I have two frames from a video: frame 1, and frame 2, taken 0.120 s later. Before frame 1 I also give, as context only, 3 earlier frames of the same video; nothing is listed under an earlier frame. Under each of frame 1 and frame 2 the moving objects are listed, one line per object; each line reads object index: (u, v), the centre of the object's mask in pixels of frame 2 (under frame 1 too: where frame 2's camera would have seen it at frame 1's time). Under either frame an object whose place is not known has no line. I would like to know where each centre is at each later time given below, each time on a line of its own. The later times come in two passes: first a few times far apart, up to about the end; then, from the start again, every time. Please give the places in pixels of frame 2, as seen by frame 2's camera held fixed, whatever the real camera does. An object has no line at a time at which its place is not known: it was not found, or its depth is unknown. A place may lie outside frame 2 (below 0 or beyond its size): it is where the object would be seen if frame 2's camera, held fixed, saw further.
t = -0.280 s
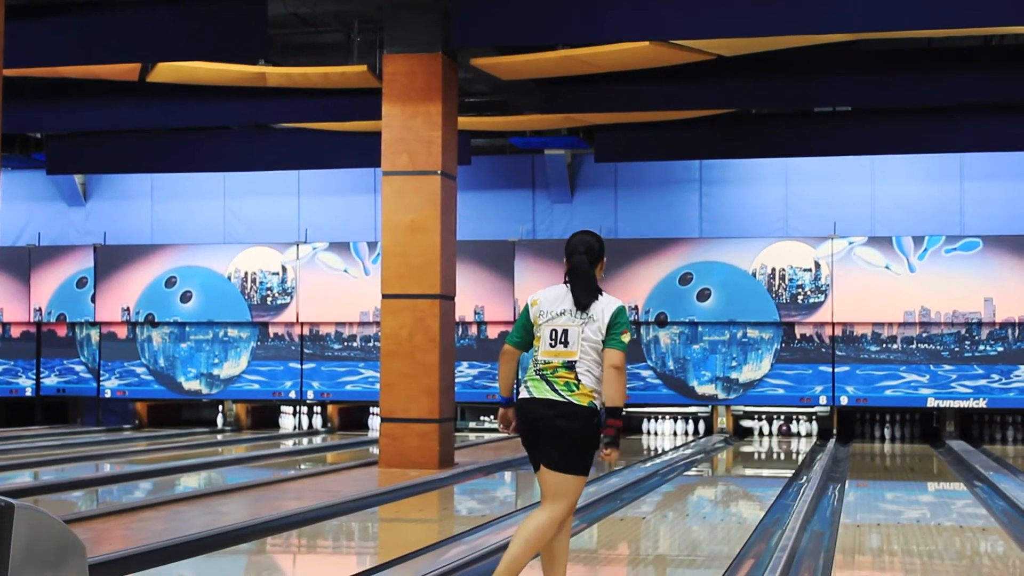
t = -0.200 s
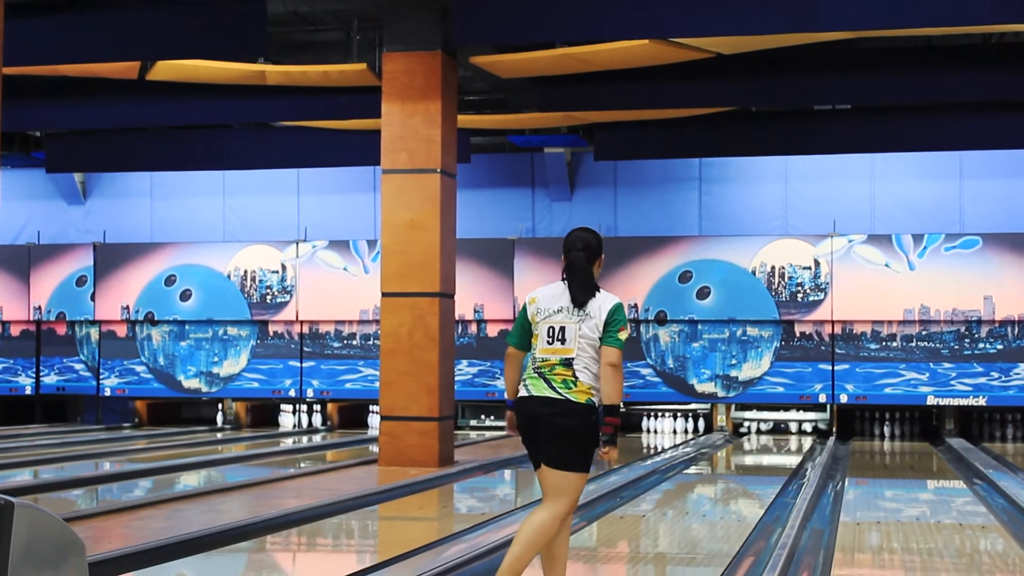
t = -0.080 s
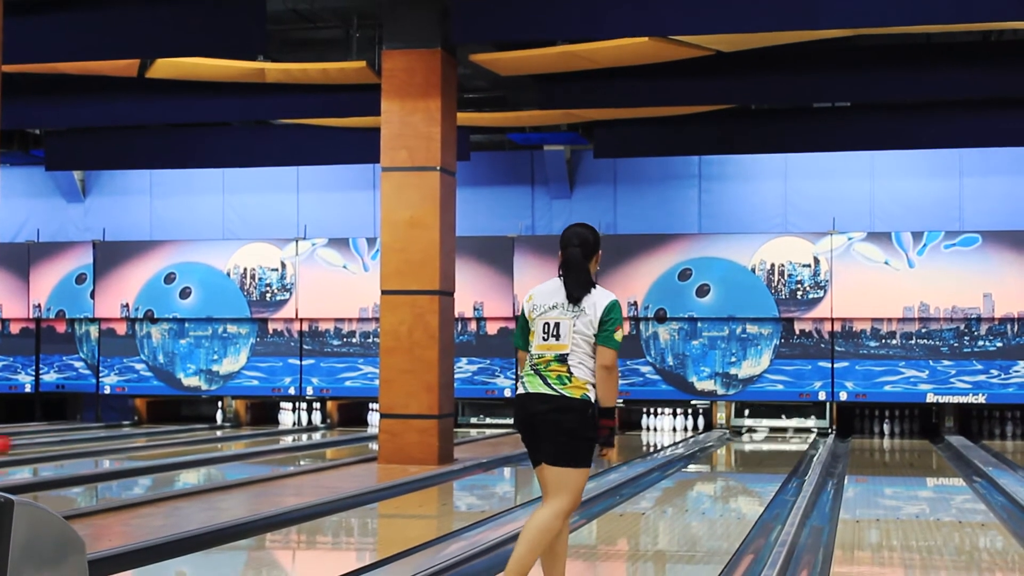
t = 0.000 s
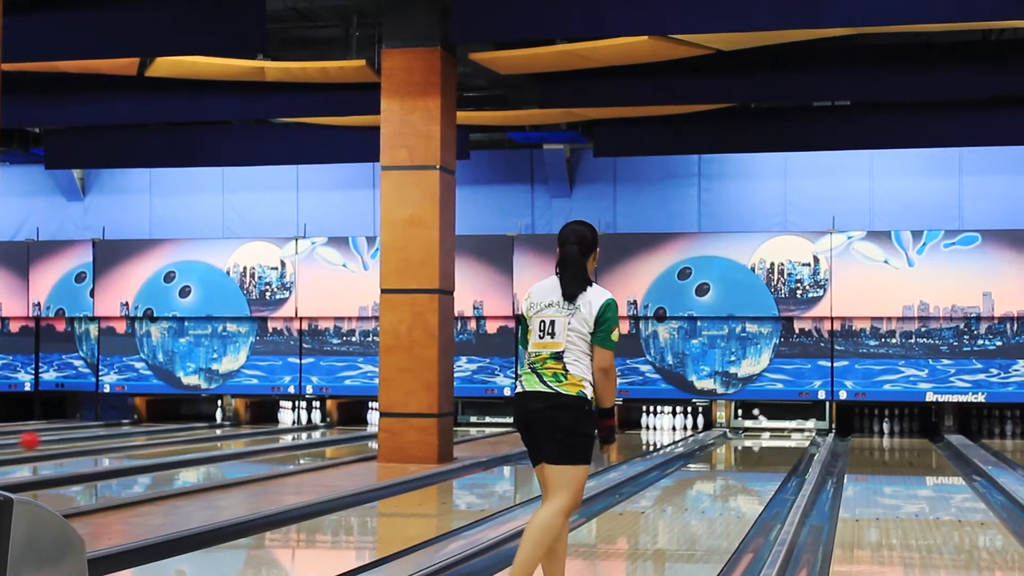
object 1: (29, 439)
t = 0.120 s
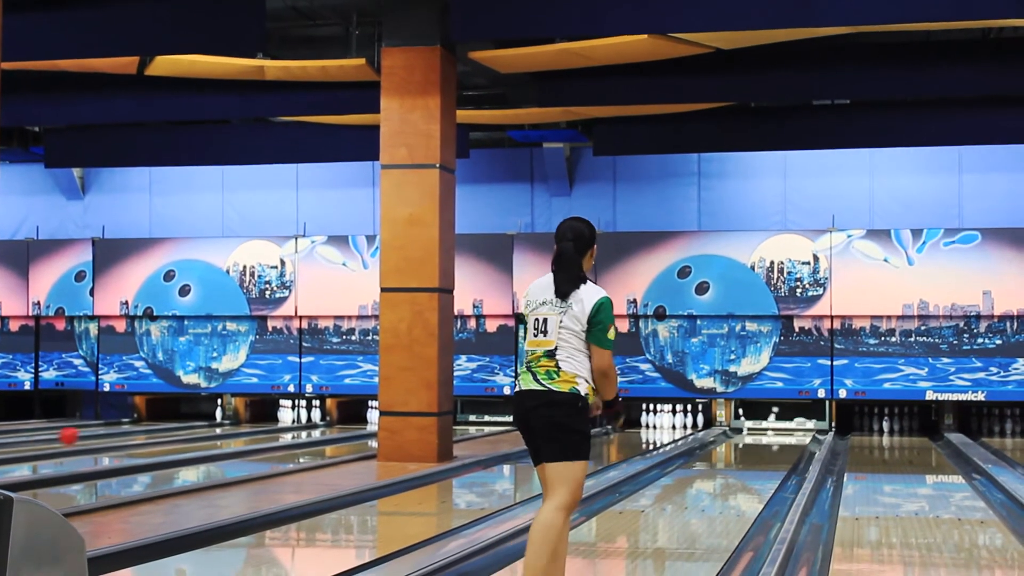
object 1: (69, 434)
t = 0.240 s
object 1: (104, 432)
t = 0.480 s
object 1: (165, 426)
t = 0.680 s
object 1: (207, 422)
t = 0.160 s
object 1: (81, 434)
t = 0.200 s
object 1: (93, 433)
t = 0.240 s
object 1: (104, 432)
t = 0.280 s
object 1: (115, 431)
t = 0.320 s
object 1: (126, 429)
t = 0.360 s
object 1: (136, 429)
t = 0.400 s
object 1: (146, 428)
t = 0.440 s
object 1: (156, 427)
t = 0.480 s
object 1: (165, 426)
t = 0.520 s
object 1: (174, 425)
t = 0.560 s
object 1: (183, 424)
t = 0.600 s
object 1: (191, 424)
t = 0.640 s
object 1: (199, 423)
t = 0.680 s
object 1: (207, 422)
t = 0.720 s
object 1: (216, 421)
